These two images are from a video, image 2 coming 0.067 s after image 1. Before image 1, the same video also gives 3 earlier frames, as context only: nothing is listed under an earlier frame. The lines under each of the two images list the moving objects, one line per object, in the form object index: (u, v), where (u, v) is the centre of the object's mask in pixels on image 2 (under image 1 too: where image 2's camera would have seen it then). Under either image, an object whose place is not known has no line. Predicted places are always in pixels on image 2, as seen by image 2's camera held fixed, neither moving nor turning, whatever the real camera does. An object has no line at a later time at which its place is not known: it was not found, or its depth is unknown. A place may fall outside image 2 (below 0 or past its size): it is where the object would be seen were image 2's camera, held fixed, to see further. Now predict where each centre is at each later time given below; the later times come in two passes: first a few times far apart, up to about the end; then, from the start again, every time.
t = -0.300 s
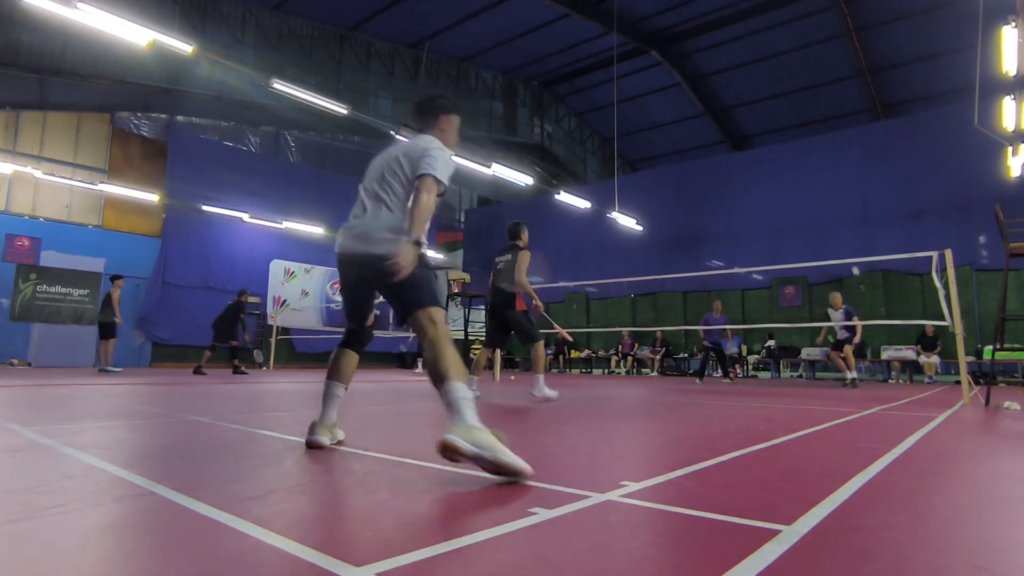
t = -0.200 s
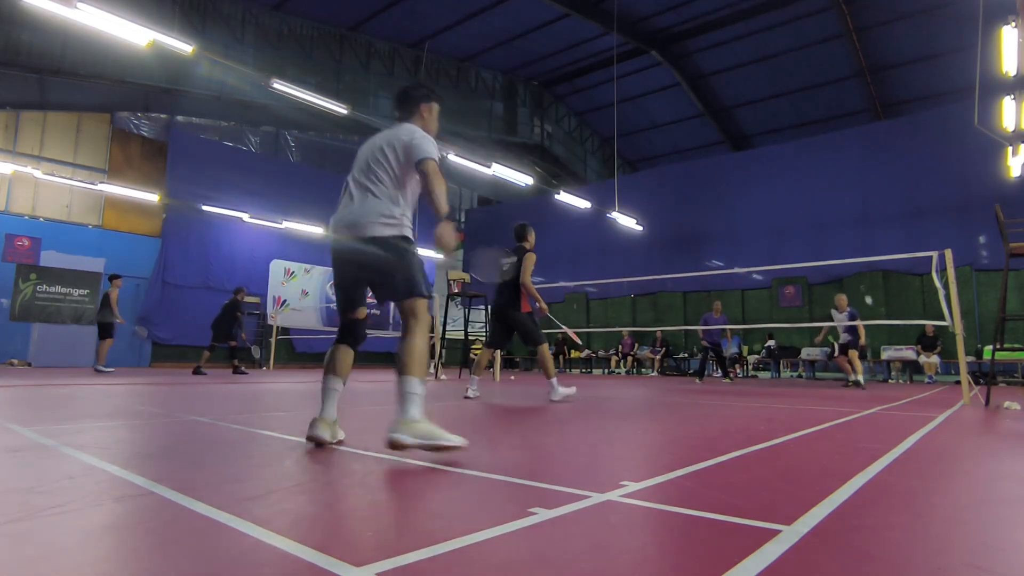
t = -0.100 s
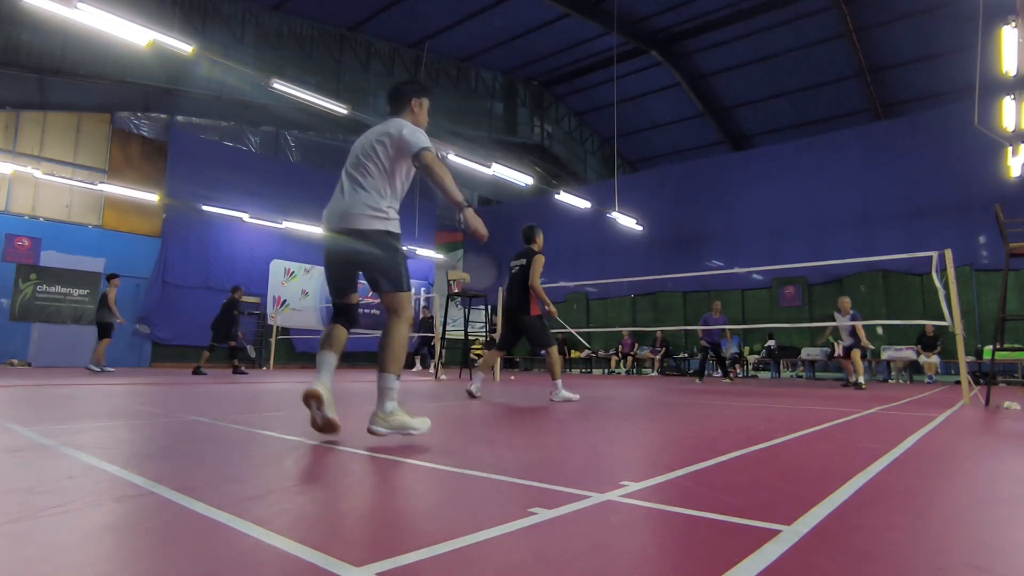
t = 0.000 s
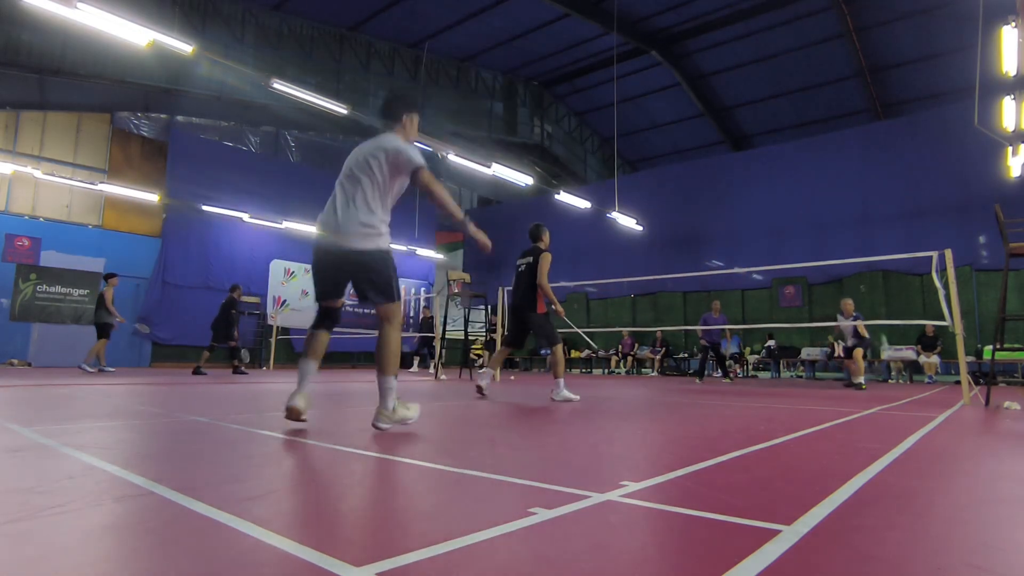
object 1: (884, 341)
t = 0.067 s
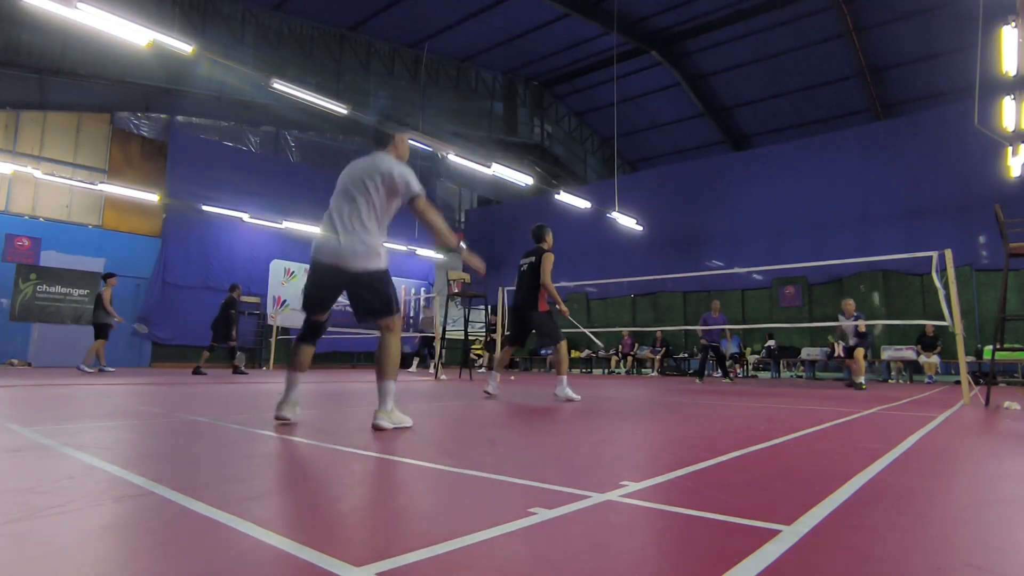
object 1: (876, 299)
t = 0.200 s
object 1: (857, 233)
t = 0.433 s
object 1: (827, 156)
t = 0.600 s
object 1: (805, 131)
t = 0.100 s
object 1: (871, 281)
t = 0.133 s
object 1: (866, 266)
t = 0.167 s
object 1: (861, 249)
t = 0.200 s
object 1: (857, 233)
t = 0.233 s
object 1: (853, 219)
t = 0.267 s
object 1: (849, 206)
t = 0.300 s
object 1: (844, 195)
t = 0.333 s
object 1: (840, 184)
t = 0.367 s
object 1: (835, 173)
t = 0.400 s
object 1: (832, 164)
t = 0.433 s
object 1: (827, 156)
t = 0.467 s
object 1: (822, 149)
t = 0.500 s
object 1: (818, 143)
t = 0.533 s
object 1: (813, 138)
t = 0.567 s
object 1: (809, 134)
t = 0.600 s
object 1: (805, 131)
